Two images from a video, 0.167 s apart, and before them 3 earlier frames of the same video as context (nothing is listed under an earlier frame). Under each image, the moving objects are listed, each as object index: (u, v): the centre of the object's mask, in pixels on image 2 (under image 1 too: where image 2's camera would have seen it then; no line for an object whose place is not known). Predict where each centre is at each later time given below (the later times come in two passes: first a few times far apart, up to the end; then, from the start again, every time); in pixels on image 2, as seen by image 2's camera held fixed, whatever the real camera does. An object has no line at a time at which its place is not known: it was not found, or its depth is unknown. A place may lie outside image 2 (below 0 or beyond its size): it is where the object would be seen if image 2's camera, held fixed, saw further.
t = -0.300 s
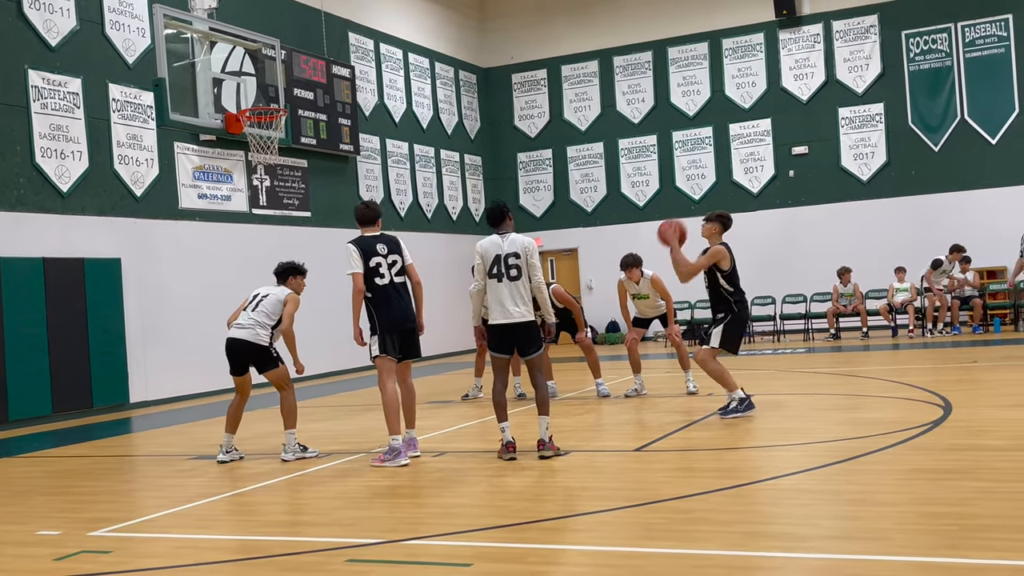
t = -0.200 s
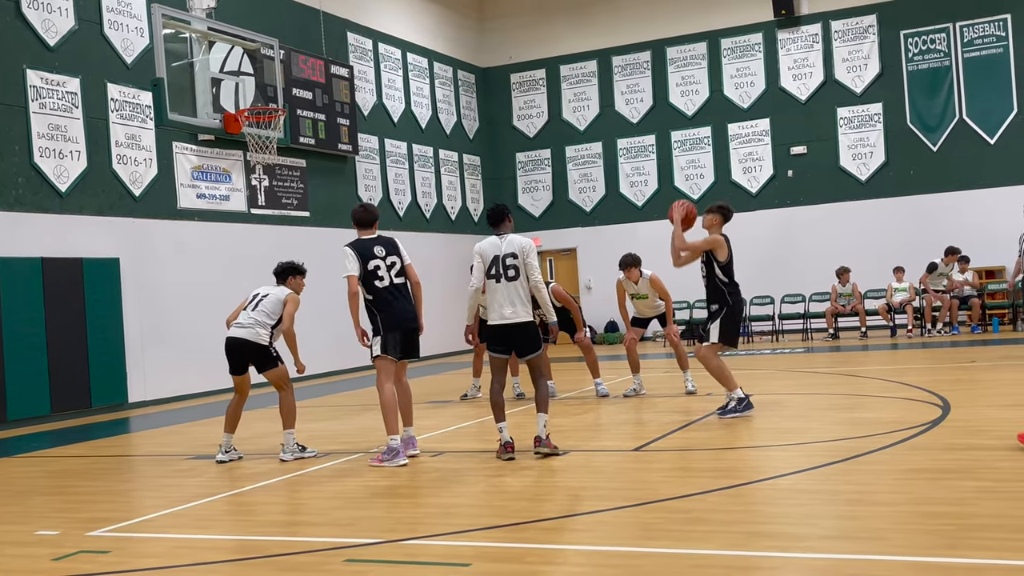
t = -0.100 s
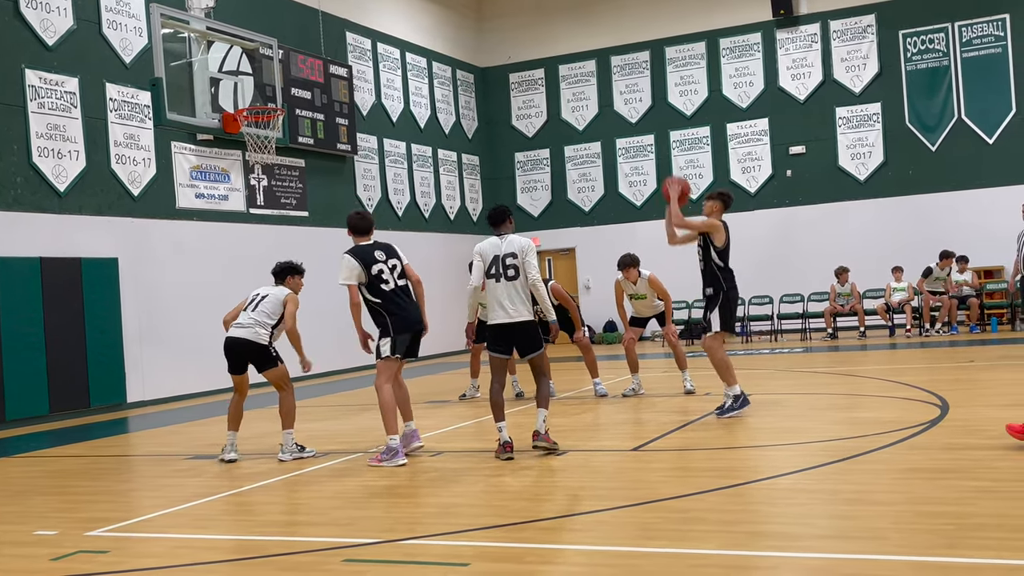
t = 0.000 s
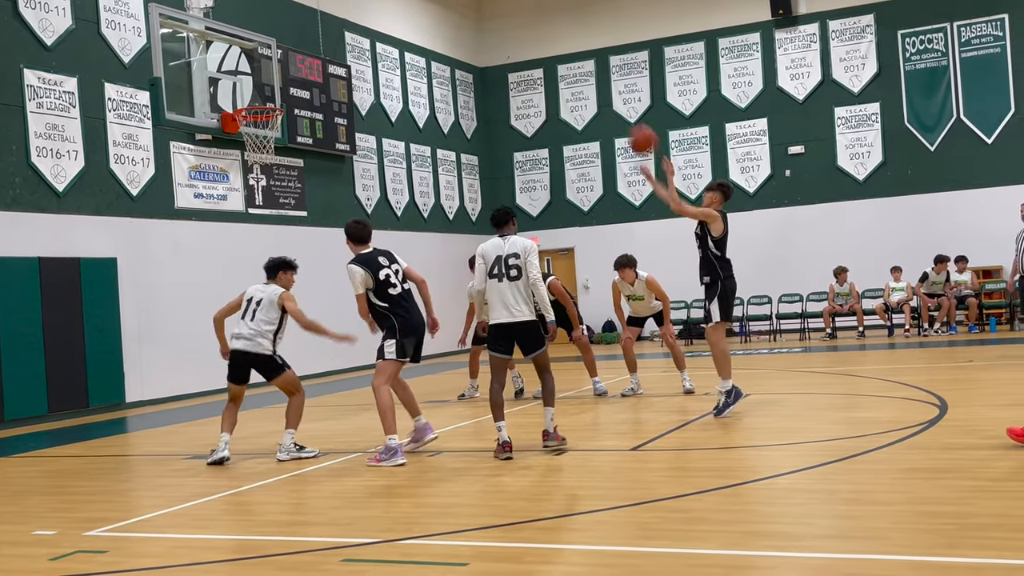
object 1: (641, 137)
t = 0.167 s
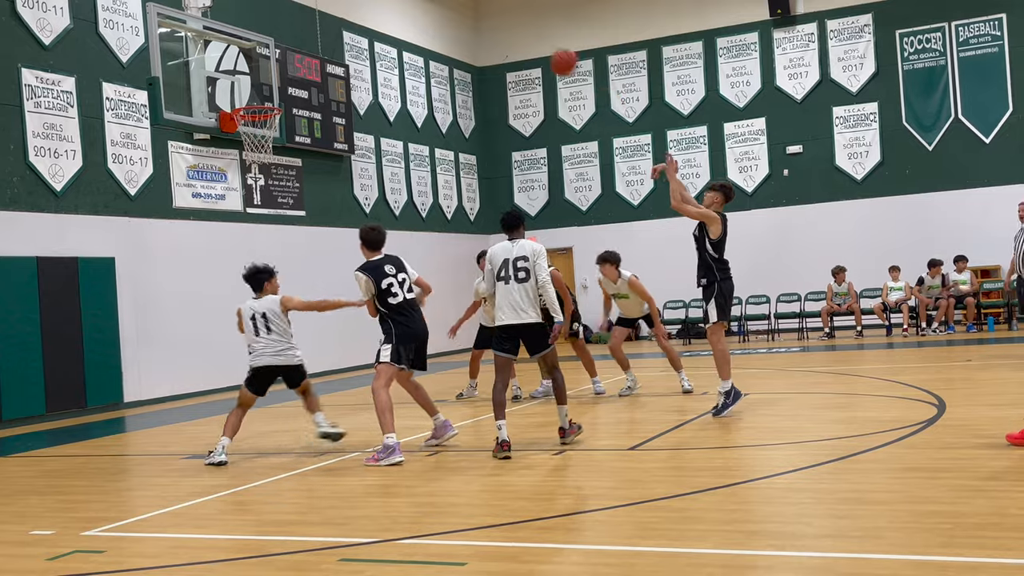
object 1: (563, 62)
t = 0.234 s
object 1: (535, 40)
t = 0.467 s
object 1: (441, 8)
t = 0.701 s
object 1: (359, 28)
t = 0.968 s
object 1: (298, 98)
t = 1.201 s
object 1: (370, 96)
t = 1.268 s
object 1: (391, 106)
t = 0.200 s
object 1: (549, 51)
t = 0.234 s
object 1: (535, 40)
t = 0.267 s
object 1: (521, 31)
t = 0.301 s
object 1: (507, 23)
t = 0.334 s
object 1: (494, 18)
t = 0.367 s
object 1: (481, 13)
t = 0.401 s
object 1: (468, 11)
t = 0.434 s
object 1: (454, 9)
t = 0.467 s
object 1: (441, 8)
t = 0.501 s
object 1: (429, 9)
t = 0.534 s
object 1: (417, 9)
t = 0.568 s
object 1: (405, 10)
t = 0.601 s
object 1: (393, 12)
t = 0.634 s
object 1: (382, 16)
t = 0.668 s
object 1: (370, 21)
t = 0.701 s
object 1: (359, 28)
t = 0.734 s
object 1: (348, 35)
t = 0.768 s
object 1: (338, 44)
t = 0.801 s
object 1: (327, 53)
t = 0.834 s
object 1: (317, 64)
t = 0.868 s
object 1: (305, 78)
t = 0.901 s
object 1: (296, 90)
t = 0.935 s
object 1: (289, 102)
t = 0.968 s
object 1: (298, 98)
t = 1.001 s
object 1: (309, 94)
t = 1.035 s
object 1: (318, 92)
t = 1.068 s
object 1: (329, 91)
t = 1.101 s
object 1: (339, 91)
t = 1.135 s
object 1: (349, 92)
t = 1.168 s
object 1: (360, 93)
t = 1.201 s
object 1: (370, 96)
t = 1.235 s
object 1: (380, 101)
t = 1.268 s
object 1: (391, 106)
